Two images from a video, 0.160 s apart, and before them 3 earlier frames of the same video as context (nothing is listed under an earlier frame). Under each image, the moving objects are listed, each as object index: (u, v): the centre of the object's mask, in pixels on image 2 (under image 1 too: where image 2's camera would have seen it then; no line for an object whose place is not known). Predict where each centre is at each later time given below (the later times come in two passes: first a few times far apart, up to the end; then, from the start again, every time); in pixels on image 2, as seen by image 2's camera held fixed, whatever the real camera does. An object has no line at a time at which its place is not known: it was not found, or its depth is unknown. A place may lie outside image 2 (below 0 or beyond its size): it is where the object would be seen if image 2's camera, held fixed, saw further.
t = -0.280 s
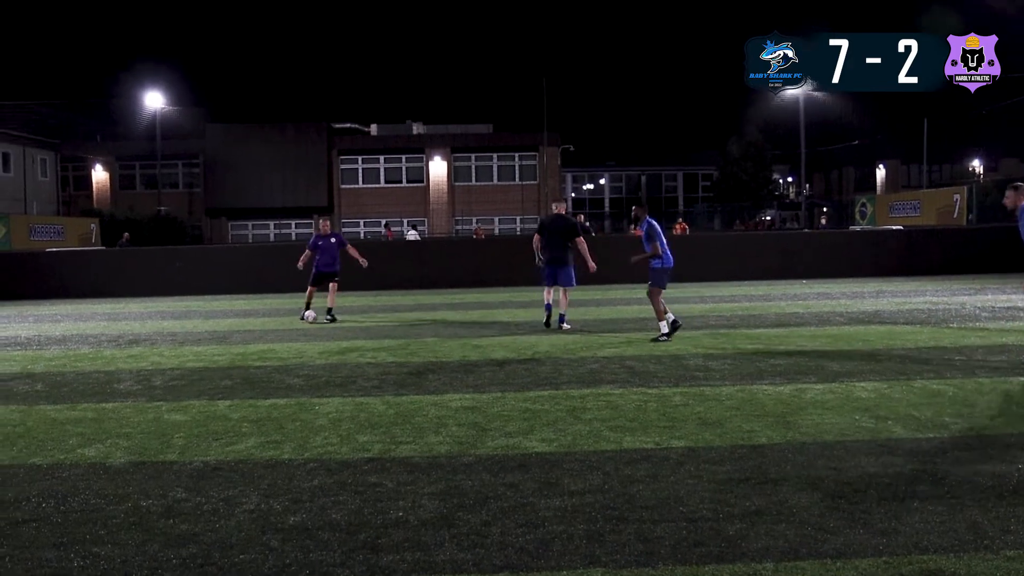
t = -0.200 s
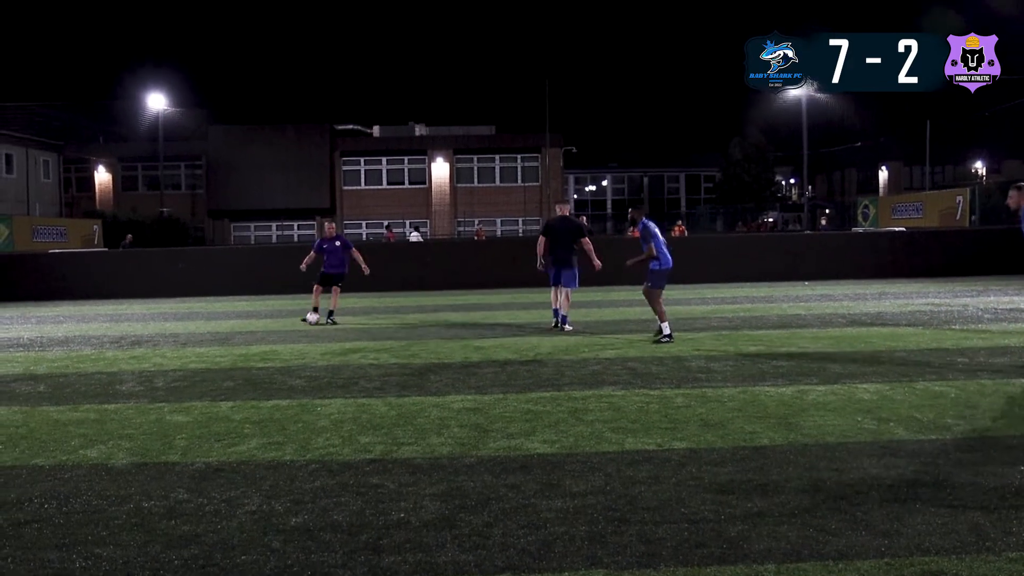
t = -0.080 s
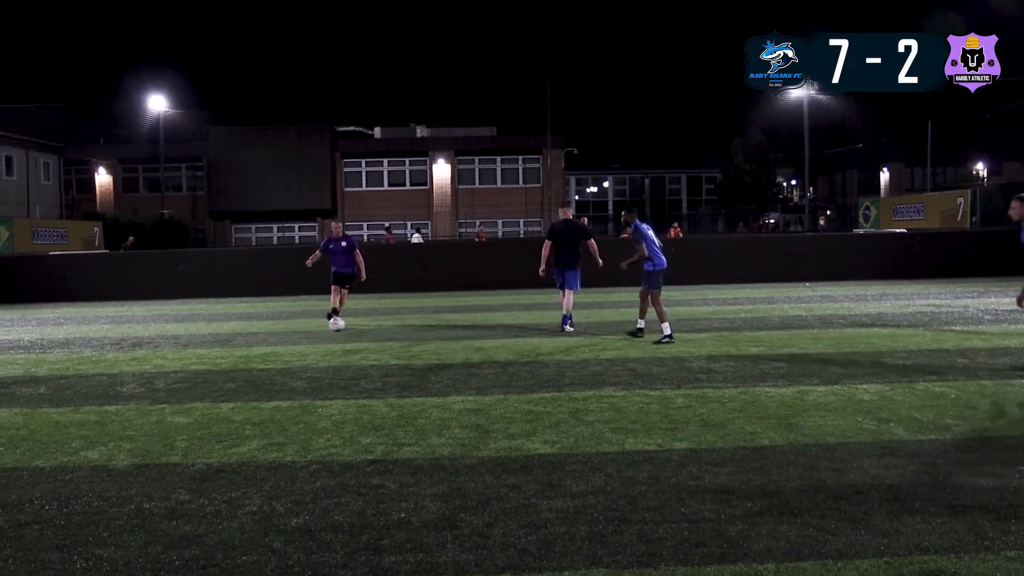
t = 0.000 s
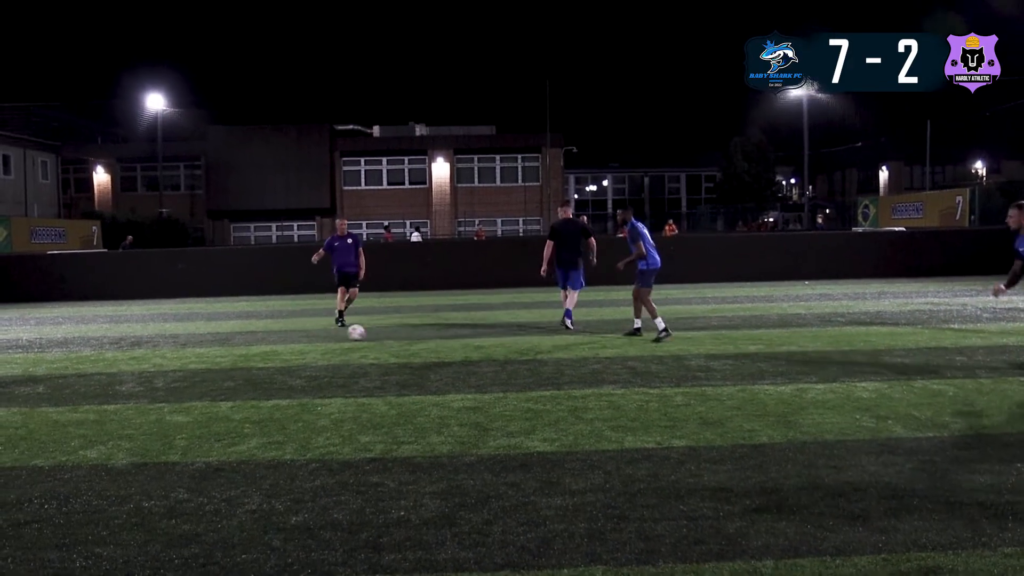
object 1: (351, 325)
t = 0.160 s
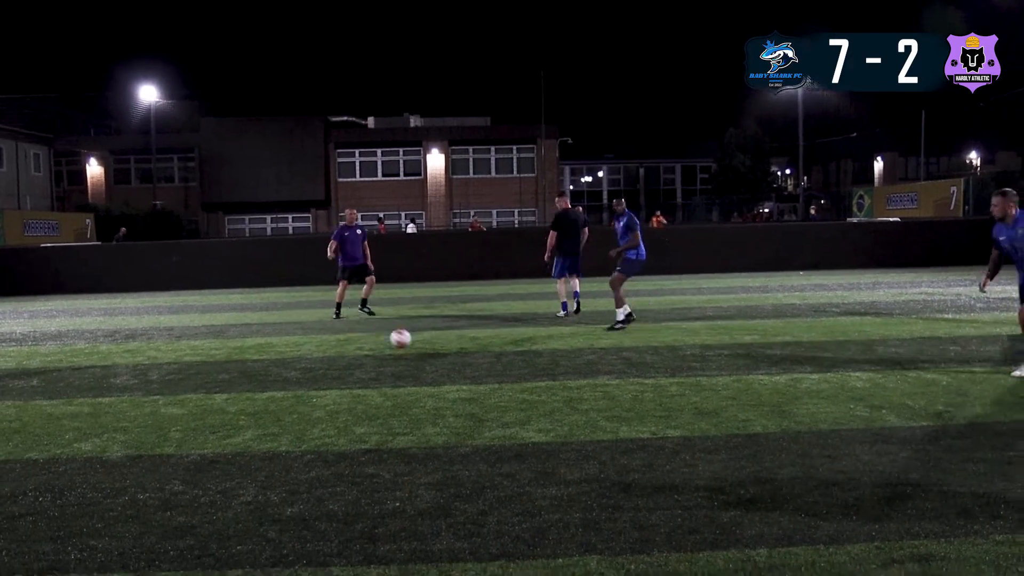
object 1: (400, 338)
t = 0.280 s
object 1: (450, 354)
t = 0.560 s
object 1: (624, 411)
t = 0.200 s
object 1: (416, 346)
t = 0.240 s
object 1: (432, 350)
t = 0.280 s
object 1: (450, 354)
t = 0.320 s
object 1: (469, 360)
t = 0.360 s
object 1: (491, 370)
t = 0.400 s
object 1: (512, 372)
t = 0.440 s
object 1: (536, 378)
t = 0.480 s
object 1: (562, 387)
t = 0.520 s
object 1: (592, 399)
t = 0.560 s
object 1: (624, 411)
